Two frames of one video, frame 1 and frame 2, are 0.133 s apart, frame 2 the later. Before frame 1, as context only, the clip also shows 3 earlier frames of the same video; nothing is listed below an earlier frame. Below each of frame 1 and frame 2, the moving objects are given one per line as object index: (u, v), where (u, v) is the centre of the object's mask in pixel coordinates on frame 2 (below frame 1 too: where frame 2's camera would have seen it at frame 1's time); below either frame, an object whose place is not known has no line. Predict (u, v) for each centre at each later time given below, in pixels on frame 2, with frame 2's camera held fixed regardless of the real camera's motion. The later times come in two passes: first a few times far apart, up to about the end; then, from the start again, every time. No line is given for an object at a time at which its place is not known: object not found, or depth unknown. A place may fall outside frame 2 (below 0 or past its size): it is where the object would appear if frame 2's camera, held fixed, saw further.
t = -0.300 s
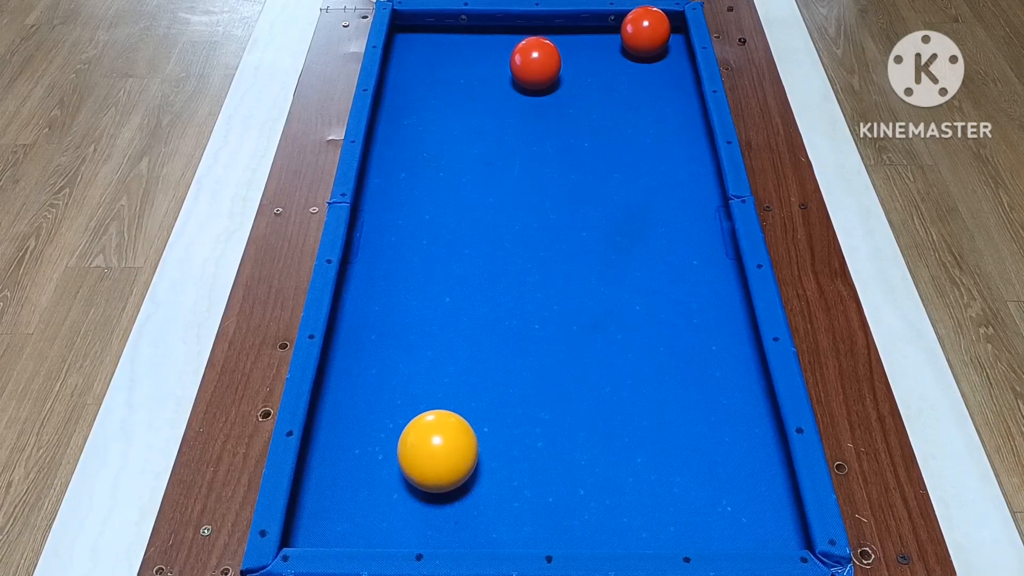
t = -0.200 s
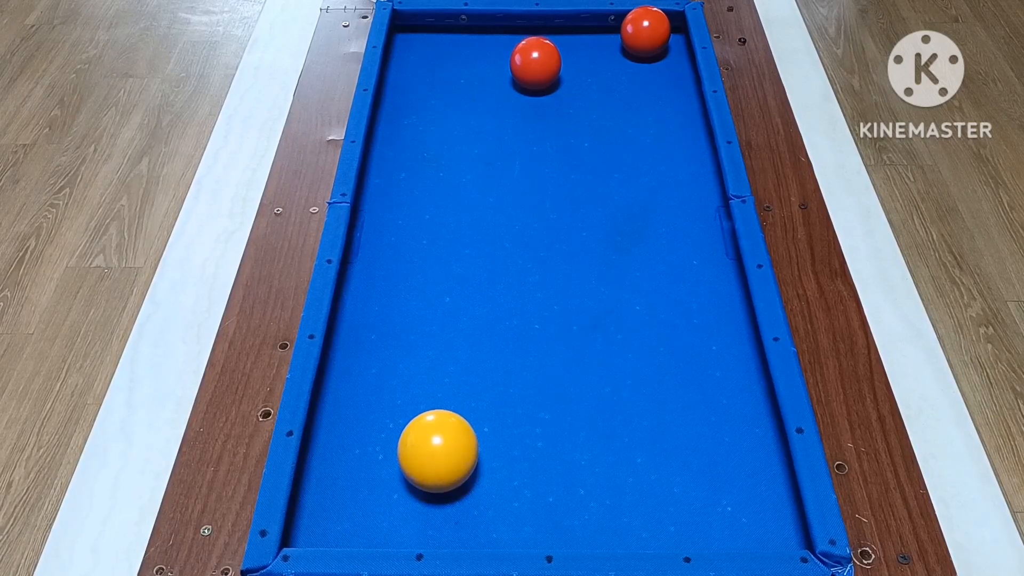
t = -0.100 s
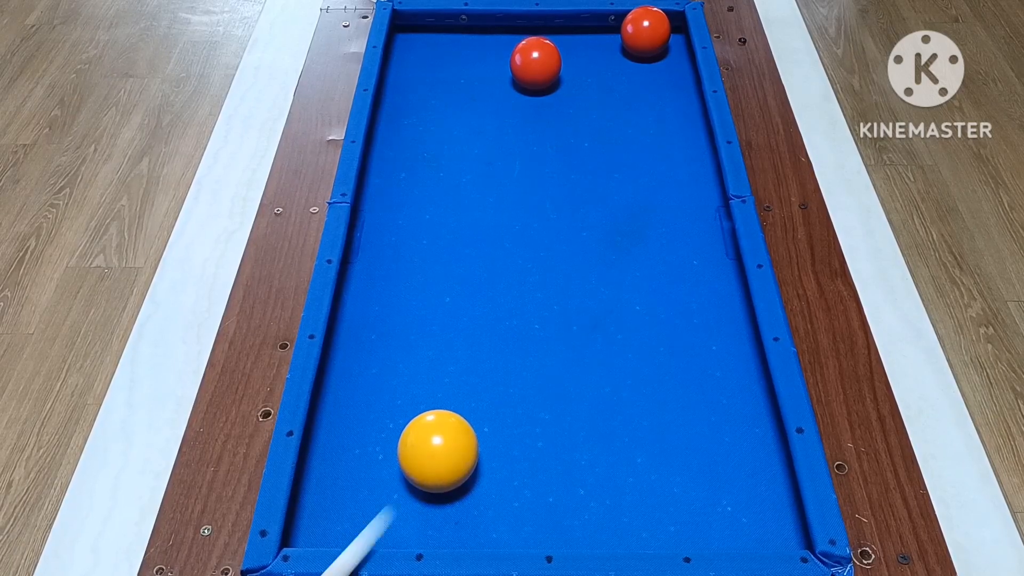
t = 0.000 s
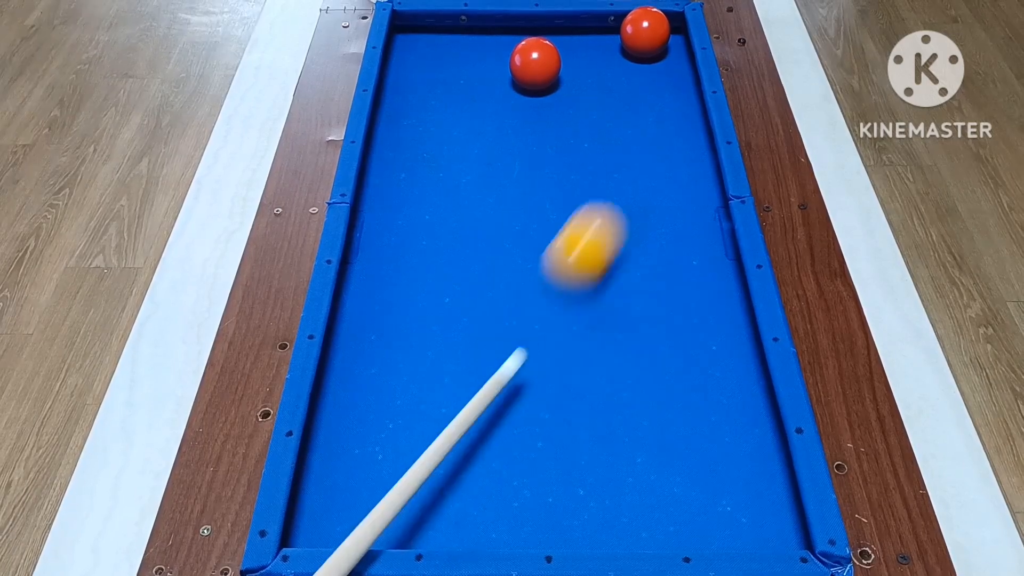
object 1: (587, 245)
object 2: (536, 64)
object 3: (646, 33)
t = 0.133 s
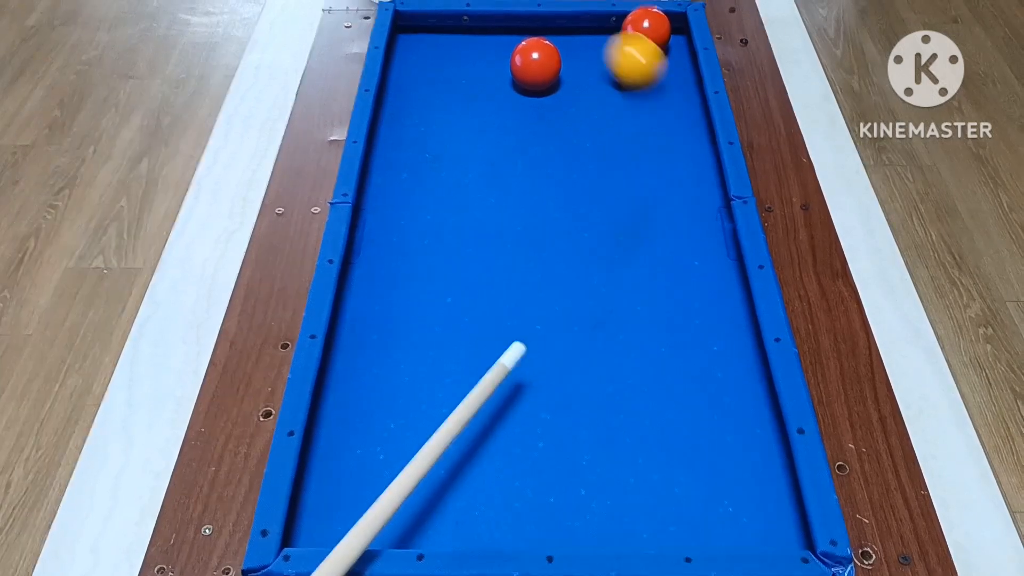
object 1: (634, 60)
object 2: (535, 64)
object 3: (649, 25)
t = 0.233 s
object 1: (553, 29)
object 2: (519, 69)
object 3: (663, 49)
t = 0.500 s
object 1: (480, 77)
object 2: (433, 104)
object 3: (664, 103)
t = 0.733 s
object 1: (444, 99)
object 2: (402, 137)
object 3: (657, 152)
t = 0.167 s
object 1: (600, 49)
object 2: (536, 62)
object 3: (652, 32)
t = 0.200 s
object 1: (572, 41)
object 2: (531, 66)
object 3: (658, 42)
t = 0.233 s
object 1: (553, 29)
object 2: (519, 69)
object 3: (663, 49)
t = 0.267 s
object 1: (543, 36)
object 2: (508, 75)
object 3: (669, 58)
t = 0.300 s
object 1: (532, 45)
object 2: (496, 80)
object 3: (669, 65)
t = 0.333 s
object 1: (523, 51)
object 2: (486, 82)
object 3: (669, 70)
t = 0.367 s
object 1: (514, 57)
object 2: (476, 88)
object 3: (668, 77)
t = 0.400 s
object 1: (505, 62)
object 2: (465, 91)
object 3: (667, 84)
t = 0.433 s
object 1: (497, 67)
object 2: (454, 95)
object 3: (666, 90)
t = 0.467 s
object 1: (488, 72)
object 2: (444, 99)
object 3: (665, 96)
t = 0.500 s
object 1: (480, 77)
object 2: (433, 104)
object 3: (664, 103)
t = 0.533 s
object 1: (471, 82)
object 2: (422, 107)
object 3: (663, 110)
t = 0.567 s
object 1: (462, 86)
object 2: (411, 112)
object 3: (662, 117)
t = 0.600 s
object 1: (453, 92)
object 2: (401, 115)
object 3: (661, 123)
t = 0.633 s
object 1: (447, 95)
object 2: (401, 120)
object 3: (660, 131)
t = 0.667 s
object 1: (447, 97)
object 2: (400, 125)
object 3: (659, 138)
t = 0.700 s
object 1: (446, 98)
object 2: (401, 132)
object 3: (658, 145)
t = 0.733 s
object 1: (444, 99)
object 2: (402, 137)
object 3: (657, 152)
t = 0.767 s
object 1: (443, 101)
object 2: (403, 143)
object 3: (656, 160)
